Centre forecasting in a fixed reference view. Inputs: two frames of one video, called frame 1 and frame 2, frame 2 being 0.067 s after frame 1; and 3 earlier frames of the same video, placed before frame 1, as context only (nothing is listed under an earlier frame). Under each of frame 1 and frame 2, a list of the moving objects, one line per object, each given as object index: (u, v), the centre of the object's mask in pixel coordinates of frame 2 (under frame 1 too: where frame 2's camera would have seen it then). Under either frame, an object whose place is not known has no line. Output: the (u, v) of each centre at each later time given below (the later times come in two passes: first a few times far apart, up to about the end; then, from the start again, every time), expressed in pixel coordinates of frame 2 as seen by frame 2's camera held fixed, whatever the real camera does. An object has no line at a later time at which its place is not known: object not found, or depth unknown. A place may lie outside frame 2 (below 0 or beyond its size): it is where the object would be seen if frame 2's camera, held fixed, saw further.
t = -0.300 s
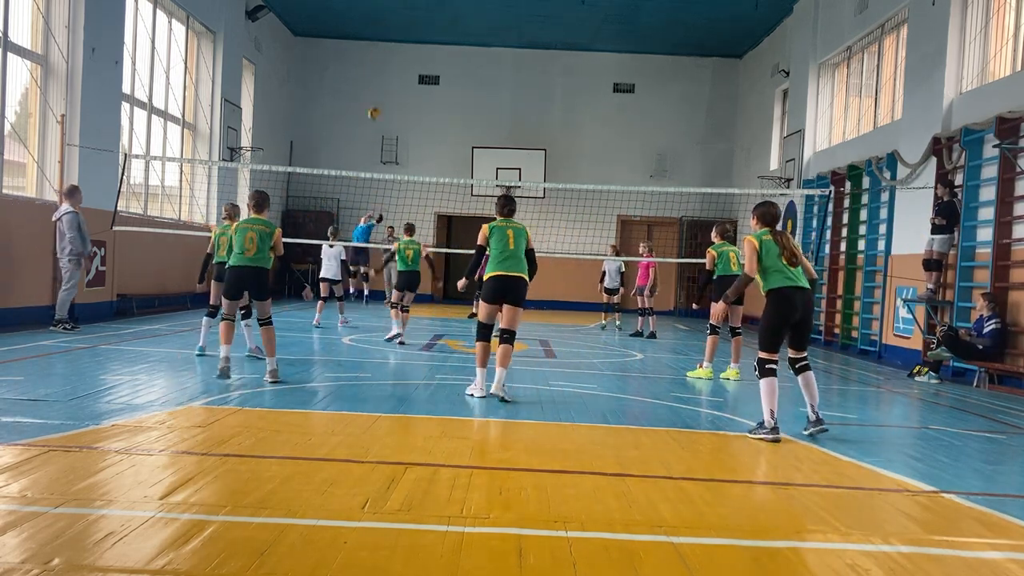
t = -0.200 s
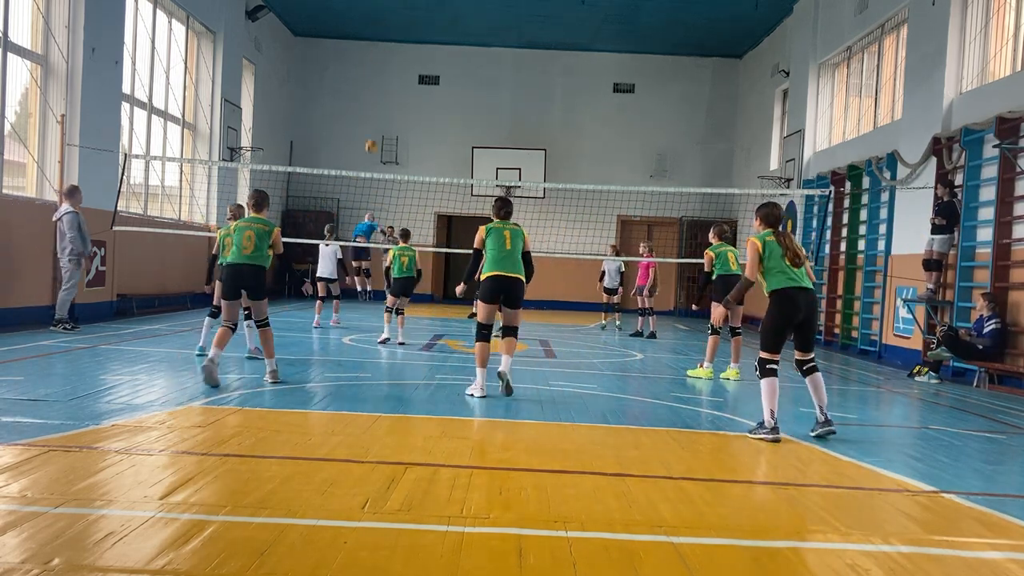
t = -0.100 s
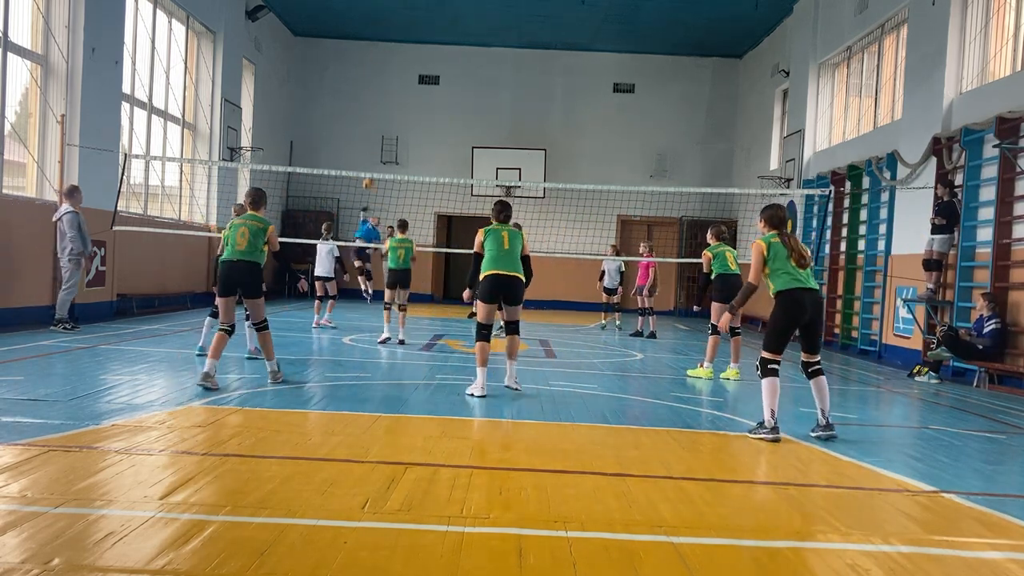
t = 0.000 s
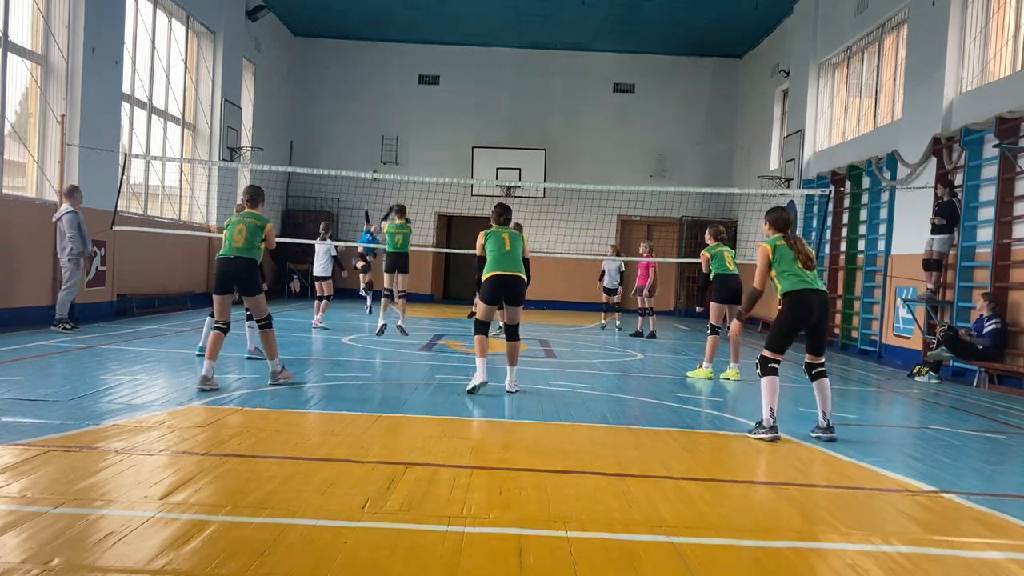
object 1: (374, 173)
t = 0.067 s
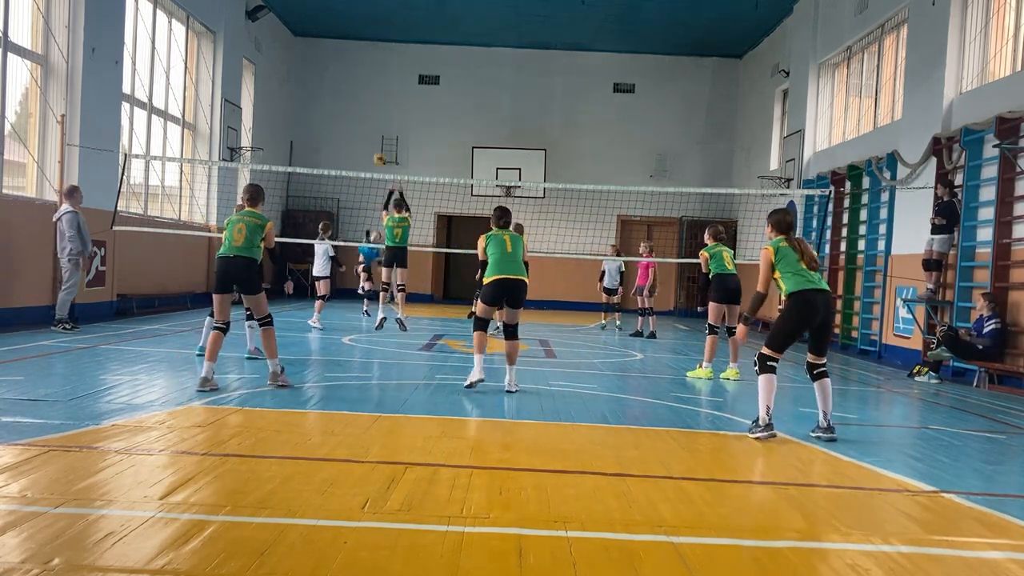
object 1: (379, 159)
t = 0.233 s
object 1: (398, 123)
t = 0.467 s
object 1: (432, 97)
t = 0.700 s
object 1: (478, 112)
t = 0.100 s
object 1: (383, 150)
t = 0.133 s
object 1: (387, 143)
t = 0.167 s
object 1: (390, 136)
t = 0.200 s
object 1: (394, 130)
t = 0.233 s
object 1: (398, 123)
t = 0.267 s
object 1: (402, 117)
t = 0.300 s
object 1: (407, 113)
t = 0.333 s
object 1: (412, 109)
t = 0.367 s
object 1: (416, 104)
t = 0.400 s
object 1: (421, 101)
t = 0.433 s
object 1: (426, 99)
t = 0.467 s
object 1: (432, 97)
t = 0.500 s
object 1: (437, 97)
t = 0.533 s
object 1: (443, 97)
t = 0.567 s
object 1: (450, 97)
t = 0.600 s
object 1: (457, 100)
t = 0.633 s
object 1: (463, 102)
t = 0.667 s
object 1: (471, 106)
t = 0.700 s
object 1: (478, 112)
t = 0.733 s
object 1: (486, 119)
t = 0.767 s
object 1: (494, 129)
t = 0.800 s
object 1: (502, 139)
